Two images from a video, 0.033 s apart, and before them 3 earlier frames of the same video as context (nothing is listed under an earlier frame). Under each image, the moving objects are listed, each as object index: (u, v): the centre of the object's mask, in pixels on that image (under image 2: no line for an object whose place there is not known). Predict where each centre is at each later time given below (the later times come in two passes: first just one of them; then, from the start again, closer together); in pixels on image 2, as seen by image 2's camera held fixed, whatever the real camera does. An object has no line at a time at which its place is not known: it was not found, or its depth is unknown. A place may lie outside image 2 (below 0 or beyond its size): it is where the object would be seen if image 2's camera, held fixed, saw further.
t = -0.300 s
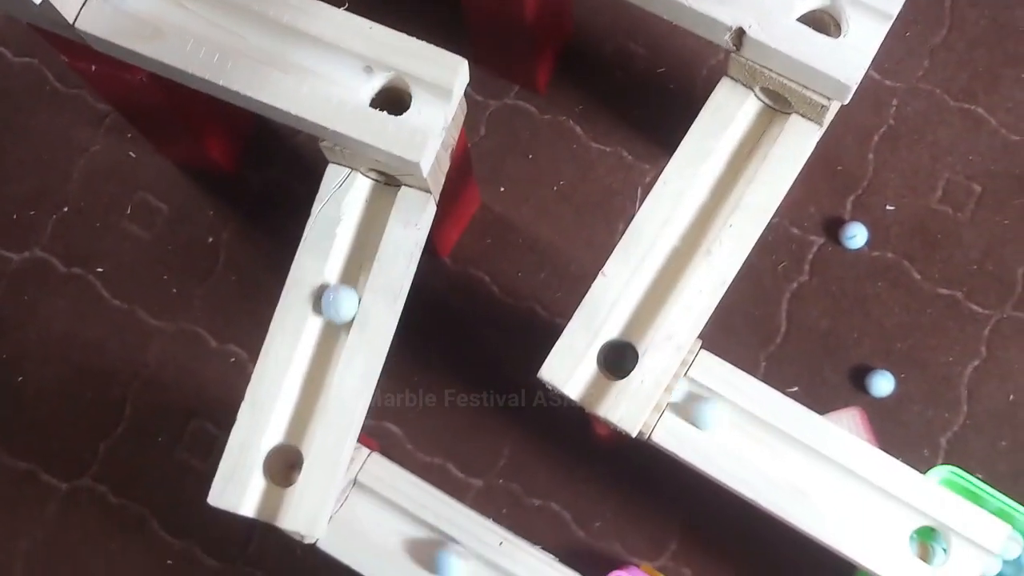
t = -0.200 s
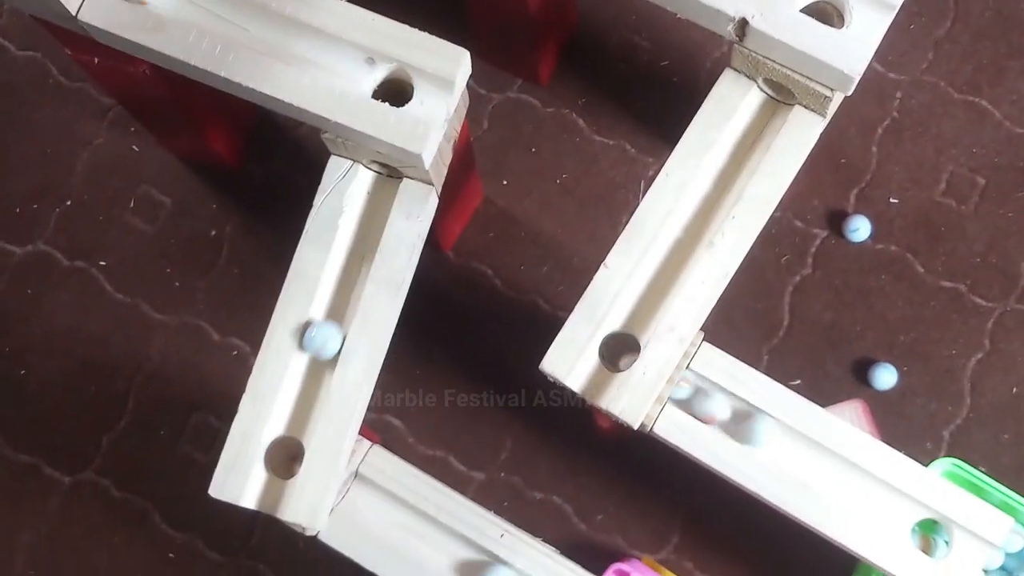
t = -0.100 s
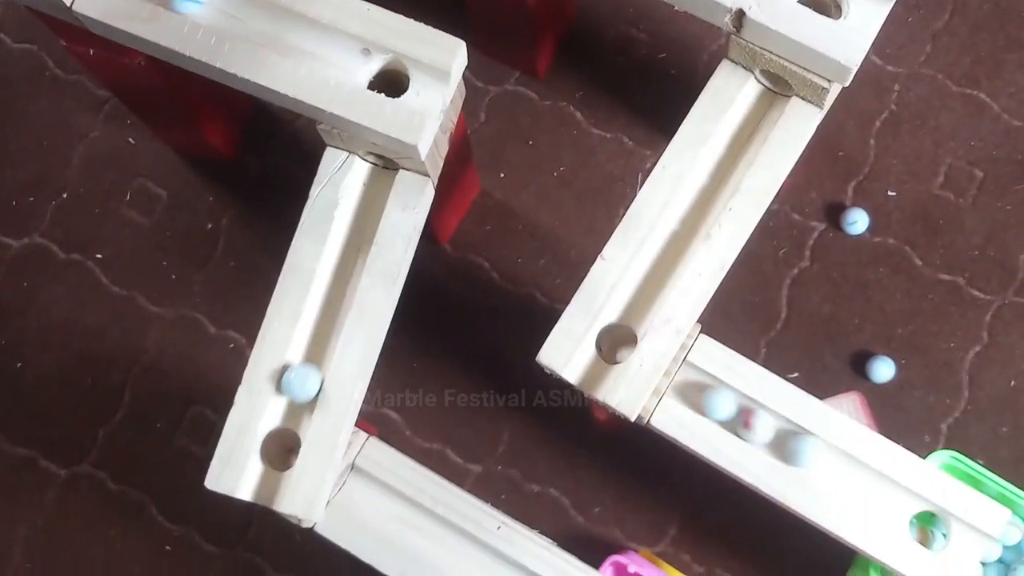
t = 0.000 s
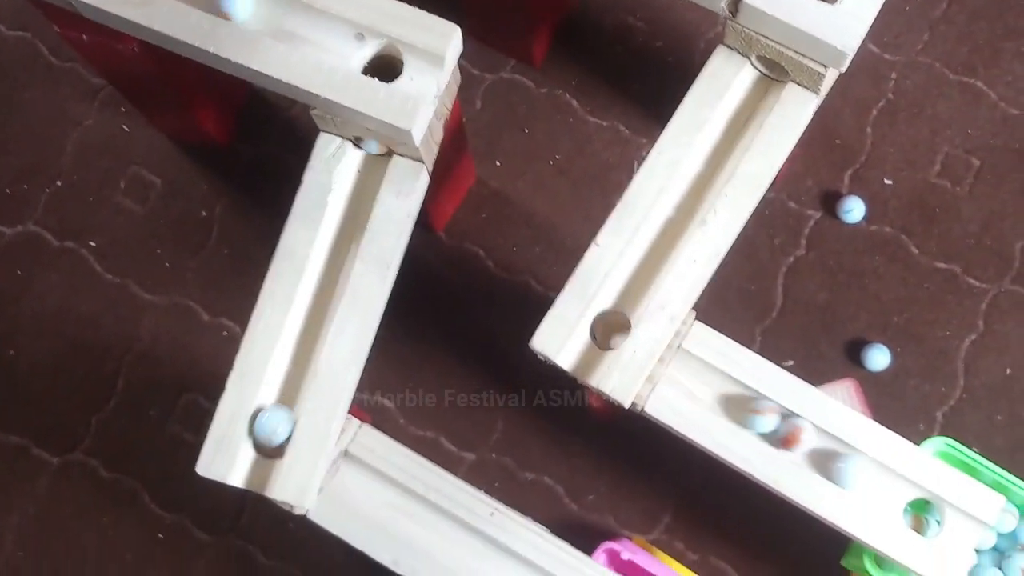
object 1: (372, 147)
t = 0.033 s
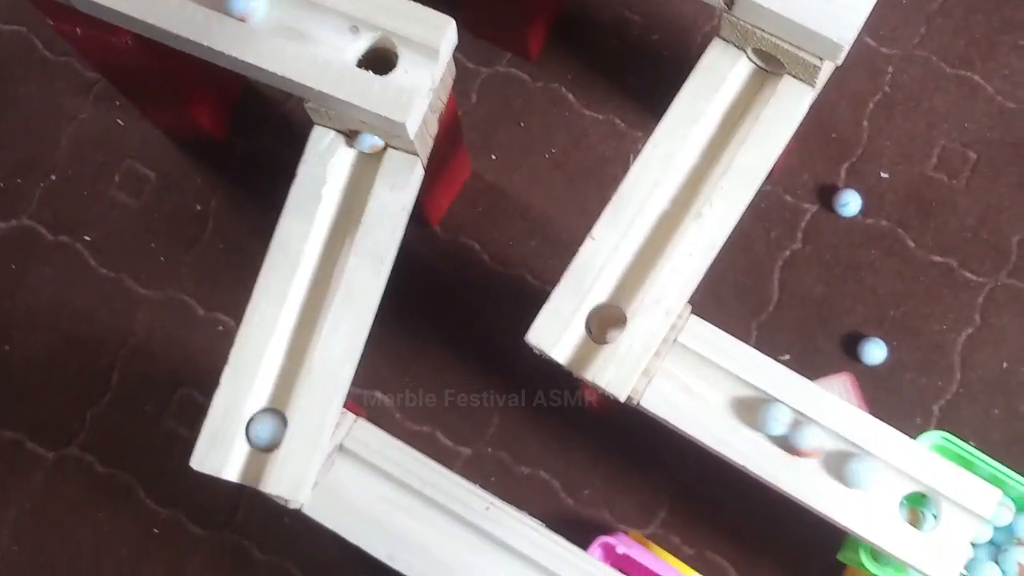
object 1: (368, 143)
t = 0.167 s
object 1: (362, 160)
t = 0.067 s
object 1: (366, 144)
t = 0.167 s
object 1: (362, 160)
